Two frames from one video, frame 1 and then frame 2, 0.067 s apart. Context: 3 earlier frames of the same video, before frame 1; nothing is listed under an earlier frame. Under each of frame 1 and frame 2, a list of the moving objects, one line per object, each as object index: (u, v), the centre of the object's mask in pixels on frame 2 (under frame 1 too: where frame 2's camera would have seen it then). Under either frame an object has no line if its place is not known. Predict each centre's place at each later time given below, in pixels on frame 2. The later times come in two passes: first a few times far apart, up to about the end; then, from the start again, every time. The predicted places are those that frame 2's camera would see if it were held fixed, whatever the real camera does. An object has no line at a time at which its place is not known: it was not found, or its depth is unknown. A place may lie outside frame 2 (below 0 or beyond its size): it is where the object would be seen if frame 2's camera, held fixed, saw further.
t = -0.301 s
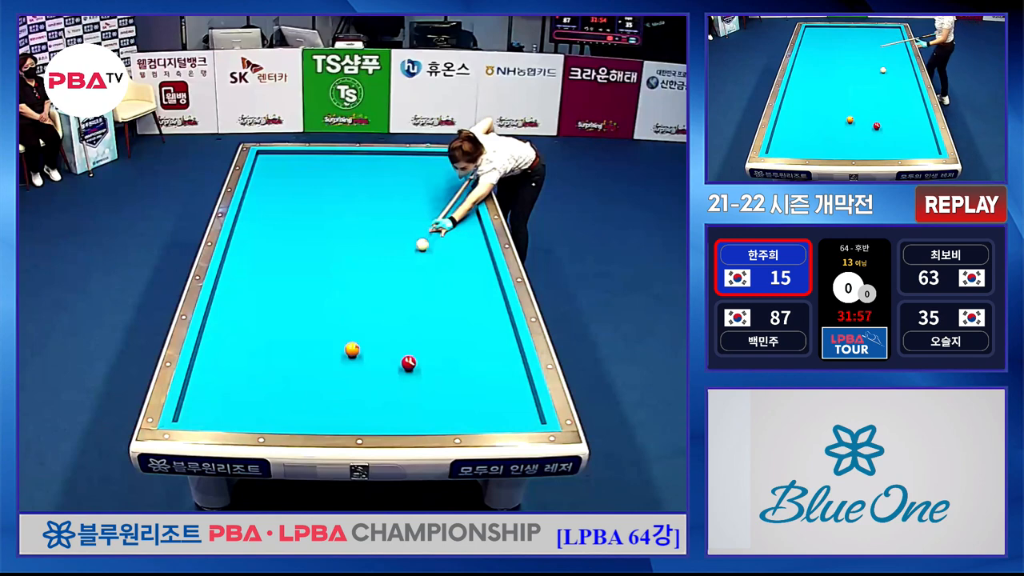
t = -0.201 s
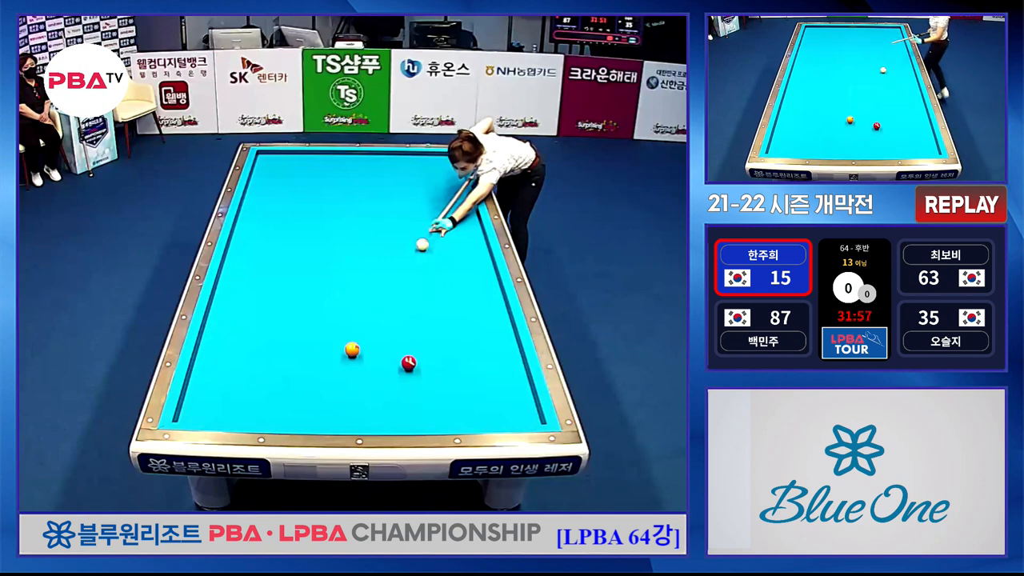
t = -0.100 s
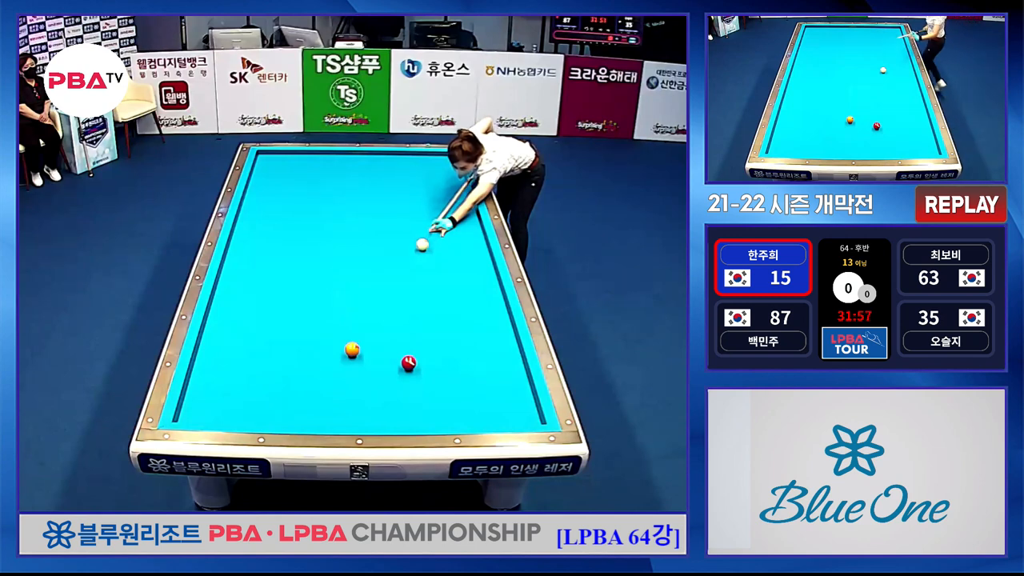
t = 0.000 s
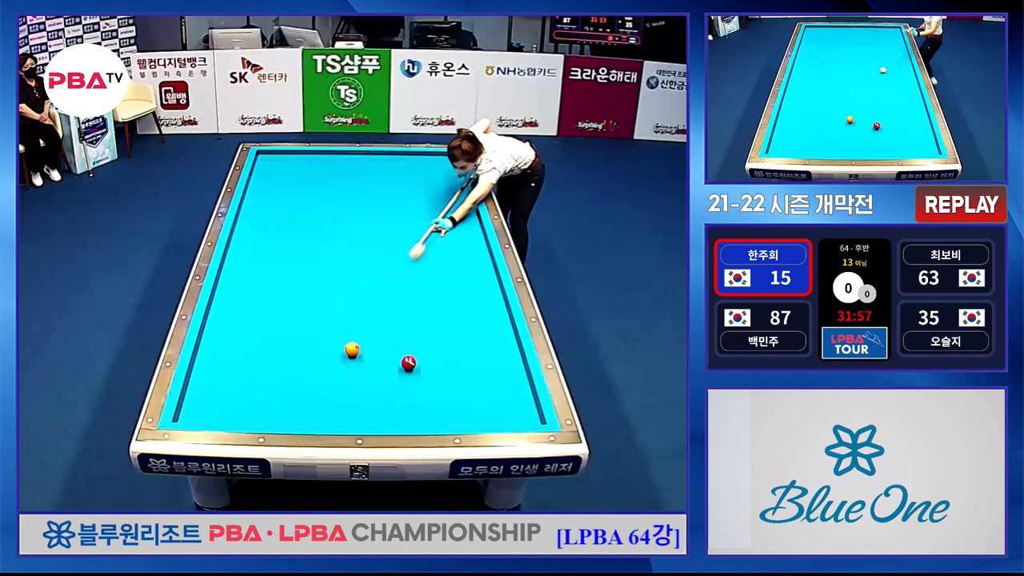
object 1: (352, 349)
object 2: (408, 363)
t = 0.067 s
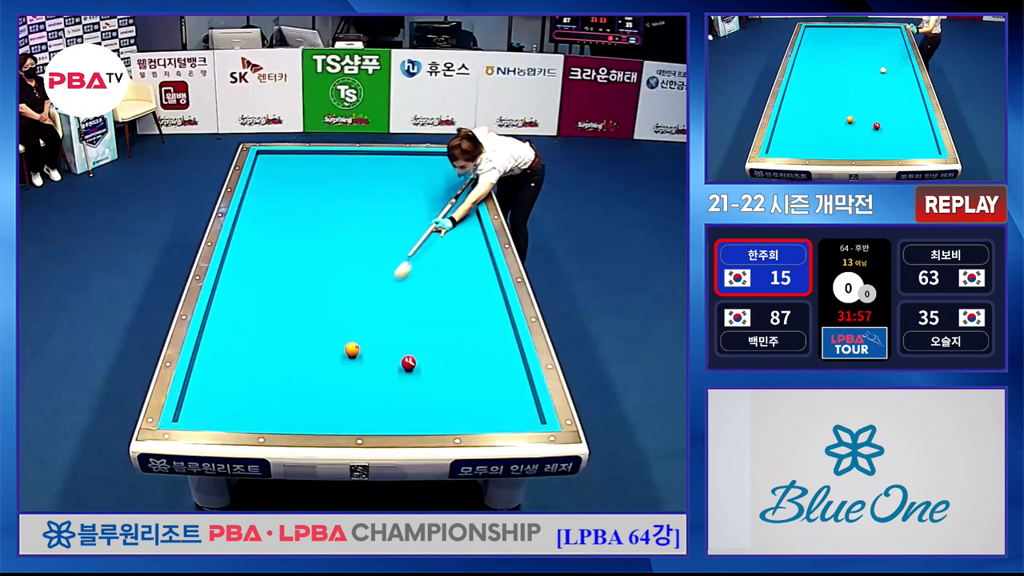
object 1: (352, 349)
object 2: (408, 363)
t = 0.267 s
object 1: (352, 349)
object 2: (408, 363)
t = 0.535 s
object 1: (383, 419)
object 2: (408, 363)
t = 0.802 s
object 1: (395, 367)
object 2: (409, 363)
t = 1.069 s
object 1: (377, 340)
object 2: (436, 351)
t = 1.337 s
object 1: (361, 315)
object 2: (457, 342)
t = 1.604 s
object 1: (348, 293)
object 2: (477, 333)
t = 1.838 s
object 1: (337, 275)
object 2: (494, 326)
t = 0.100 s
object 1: (352, 349)
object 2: (408, 363)
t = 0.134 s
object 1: (352, 349)
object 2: (408, 363)
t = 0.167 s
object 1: (352, 349)
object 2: (408, 363)
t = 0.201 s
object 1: (352, 349)
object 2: (408, 363)
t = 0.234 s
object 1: (352, 349)
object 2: (408, 363)
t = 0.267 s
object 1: (352, 349)
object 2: (408, 363)
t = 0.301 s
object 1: (354, 354)
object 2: (408, 363)
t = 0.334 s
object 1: (358, 364)
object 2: (408, 363)
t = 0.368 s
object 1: (362, 375)
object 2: (408, 363)
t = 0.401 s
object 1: (366, 385)
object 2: (408, 363)
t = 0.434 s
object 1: (370, 396)
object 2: (408, 363)
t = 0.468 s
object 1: (375, 407)
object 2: (408, 363)
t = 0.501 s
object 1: (379, 417)
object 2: (408, 363)
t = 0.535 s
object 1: (383, 419)
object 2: (408, 363)
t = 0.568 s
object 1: (385, 412)
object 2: (408, 363)
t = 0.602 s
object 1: (386, 404)
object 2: (408, 363)
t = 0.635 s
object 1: (388, 397)
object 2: (408, 363)
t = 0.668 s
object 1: (390, 390)
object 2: (408, 363)
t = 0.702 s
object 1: (392, 384)
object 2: (408, 363)
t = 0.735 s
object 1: (393, 377)
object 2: (408, 363)
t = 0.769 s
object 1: (395, 372)
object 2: (408, 363)
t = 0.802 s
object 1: (395, 367)
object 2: (409, 363)
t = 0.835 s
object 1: (392, 364)
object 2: (413, 360)
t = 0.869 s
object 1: (390, 360)
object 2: (417, 359)
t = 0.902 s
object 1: (387, 357)
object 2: (421, 357)
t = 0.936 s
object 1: (385, 353)
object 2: (424, 356)
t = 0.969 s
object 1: (383, 350)
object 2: (427, 355)
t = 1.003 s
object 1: (381, 346)
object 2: (430, 353)
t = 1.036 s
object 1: (379, 343)
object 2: (433, 352)
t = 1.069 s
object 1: (377, 340)
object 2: (436, 351)
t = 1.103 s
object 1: (375, 336)
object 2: (438, 350)
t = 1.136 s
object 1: (373, 333)
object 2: (441, 349)
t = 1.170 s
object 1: (371, 330)
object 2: (444, 347)
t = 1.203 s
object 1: (369, 327)
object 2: (447, 346)
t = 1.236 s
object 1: (367, 324)
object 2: (449, 345)
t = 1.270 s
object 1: (365, 321)
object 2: (452, 344)
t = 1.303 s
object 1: (363, 318)
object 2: (455, 343)
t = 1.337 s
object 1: (361, 315)
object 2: (457, 342)
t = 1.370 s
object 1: (360, 312)
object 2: (460, 341)
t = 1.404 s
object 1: (358, 309)
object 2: (463, 339)
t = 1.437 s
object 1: (356, 306)
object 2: (465, 338)
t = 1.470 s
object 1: (355, 304)
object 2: (468, 337)
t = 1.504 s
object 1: (353, 301)
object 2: (470, 336)
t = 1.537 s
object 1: (351, 298)
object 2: (473, 335)
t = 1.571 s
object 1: (349, 295)
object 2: (475, 334)
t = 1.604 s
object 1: (348, 293)
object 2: (477, 333)
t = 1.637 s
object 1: (346, 290)
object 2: (480, 332)
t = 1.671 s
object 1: (345, 288)
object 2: (482, 331)
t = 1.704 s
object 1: (343, 285)
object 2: (485, 330)
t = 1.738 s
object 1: (342, 282)
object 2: (487, 329)
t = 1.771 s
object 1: (340, 280)
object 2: (490, 328)
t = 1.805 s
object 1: (338, 277)
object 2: (492, 327)
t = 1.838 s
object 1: (337, 275)
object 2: (494, 326)
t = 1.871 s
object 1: (336, 273)
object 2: (496, 325)
